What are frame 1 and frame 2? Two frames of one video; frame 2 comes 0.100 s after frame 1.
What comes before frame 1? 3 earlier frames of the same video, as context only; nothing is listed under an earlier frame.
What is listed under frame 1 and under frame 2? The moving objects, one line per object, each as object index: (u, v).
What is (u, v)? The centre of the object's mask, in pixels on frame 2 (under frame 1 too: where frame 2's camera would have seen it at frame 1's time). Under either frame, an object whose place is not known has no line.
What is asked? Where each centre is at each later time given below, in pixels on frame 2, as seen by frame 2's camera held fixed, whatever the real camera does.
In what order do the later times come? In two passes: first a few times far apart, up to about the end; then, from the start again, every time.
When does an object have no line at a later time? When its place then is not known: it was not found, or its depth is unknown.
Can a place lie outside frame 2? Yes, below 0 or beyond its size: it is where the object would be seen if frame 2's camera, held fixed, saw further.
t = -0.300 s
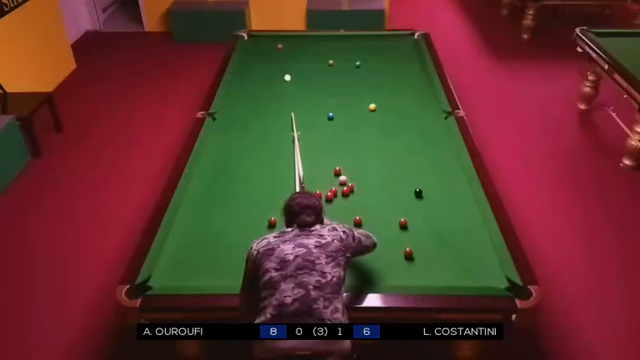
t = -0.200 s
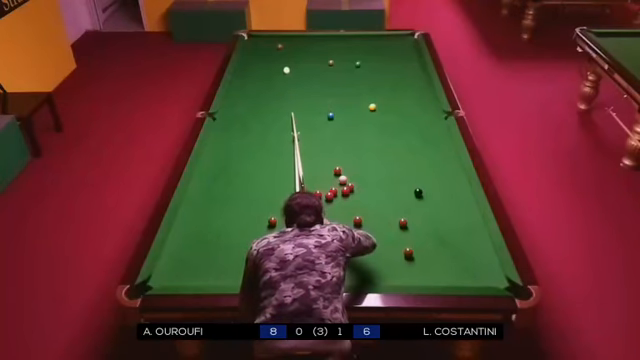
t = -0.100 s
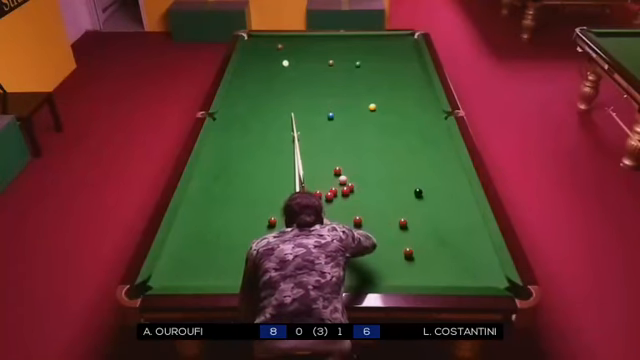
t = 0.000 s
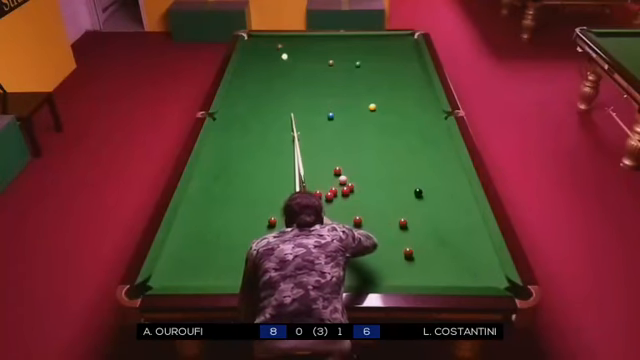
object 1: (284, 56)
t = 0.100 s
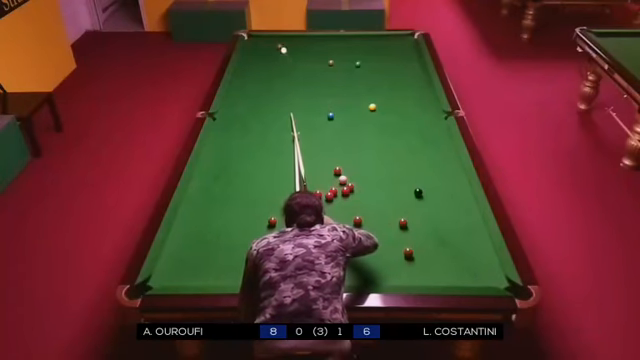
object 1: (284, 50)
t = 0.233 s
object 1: (289, 44)
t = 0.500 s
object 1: (301, 36)
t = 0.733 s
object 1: (309, 41)
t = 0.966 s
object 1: (316, 46)
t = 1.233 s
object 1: (324, 53)
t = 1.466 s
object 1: (332, 57)
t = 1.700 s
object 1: (339, 64)
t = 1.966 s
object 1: (347, 70)
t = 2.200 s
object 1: (355, 75)
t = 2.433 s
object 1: (362, 81)
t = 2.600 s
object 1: (367, 84)
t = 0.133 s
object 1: (283, 48)
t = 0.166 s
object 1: (284, 47)
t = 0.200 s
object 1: (287, 46)
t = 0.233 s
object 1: (289, 44)
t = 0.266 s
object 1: (290, 43)
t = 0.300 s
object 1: (292, 42)
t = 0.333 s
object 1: (294, 41)
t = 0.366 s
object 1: (295, 40)
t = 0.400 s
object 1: (297, 39)
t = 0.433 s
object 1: (298, 37)
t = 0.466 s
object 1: (300, 36)
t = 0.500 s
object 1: (301, 36)
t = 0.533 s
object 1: (302, 36)
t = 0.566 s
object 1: (303, 37)
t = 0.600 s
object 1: (304, 38)
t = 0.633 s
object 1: (305, 39)
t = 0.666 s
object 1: (307, 40)
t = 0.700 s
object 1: (307, 40)
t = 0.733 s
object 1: (309, 41)
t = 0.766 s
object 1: (309, 42)
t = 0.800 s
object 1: (311, 43)
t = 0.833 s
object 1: (312, 43)
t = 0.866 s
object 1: (313, 44)
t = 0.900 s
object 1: (314, 45)
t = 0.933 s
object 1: (315, 46)
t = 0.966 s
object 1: (316, 46)
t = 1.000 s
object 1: (317, 47)
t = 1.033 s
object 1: (318, 48)
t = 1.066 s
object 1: (319, 49)
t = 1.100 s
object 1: (320, 50)
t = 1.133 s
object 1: (321, 50)
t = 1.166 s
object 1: (322, 51)
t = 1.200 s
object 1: (323, 52)
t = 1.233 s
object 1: (324, 53)
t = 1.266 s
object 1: (325, 53)
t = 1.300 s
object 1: (326, 54)
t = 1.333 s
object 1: (327, 55)
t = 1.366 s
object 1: (328, 55)
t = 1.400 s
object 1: (329, 56)
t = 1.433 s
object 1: (331, 57)
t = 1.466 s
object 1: (332, 57)
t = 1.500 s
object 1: (333, 58)
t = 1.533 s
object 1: (334, 59)
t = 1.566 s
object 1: (335, 60)
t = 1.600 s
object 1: (336, 61)
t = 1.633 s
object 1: (337, 62)
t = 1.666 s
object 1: (338, 63)
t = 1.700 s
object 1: (339, 64)
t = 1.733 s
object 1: (340, 64)
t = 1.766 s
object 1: (341, 65)
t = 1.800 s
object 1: (342, 66)
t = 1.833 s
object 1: (343, 67)
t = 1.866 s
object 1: (344, 68)
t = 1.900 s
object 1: (345, 68)
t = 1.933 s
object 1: (346, 69)
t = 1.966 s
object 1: (347, 70)
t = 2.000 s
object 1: (348, 71)
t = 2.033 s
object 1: (349, 71)
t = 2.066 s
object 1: (350, 72)
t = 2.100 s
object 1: (352, 73)
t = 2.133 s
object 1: (352, 74)
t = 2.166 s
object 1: (354, 74)
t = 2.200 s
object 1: (355, 75)
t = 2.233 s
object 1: (356, 76)
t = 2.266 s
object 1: (357, 77)
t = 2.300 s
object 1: (358, 77)
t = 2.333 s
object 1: (359, 78)
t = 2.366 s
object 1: (360, 79)
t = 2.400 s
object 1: (361, 80)
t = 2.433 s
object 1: (362, 81)
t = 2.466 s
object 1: (363, 81)
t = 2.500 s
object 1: (364, 82)
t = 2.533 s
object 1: (365, 83)
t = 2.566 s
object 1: (366, 83)
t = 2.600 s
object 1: (367, 84)
